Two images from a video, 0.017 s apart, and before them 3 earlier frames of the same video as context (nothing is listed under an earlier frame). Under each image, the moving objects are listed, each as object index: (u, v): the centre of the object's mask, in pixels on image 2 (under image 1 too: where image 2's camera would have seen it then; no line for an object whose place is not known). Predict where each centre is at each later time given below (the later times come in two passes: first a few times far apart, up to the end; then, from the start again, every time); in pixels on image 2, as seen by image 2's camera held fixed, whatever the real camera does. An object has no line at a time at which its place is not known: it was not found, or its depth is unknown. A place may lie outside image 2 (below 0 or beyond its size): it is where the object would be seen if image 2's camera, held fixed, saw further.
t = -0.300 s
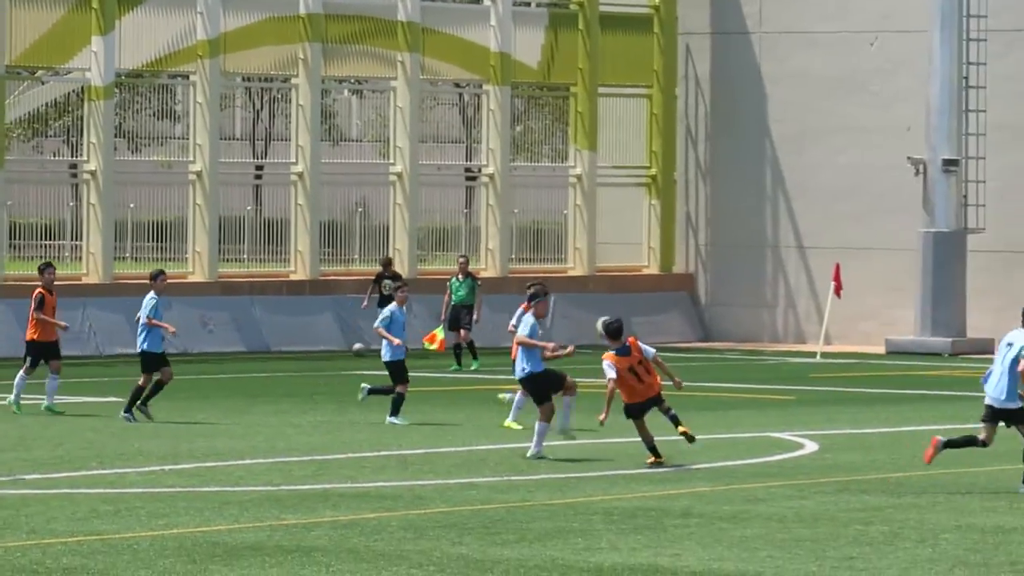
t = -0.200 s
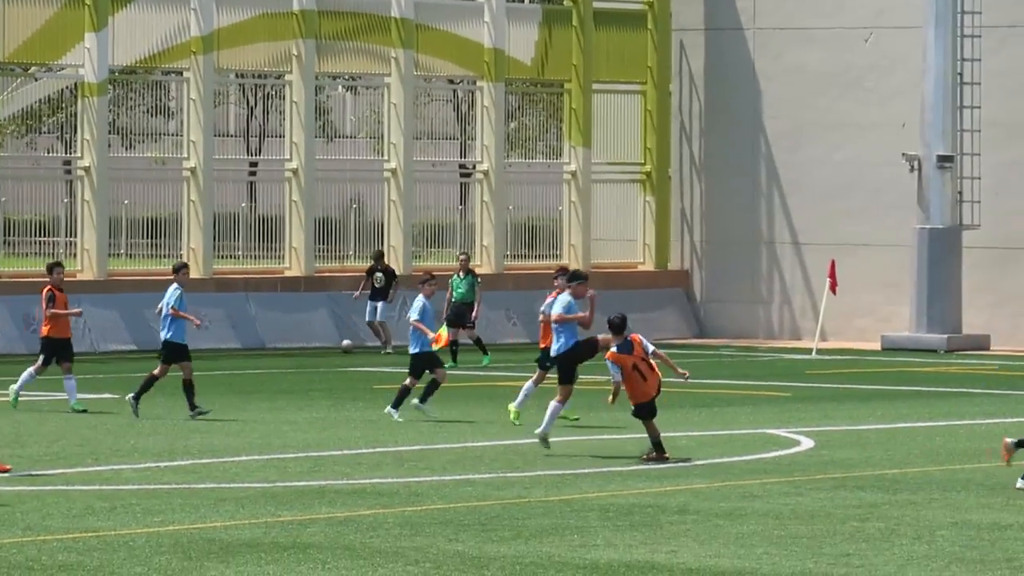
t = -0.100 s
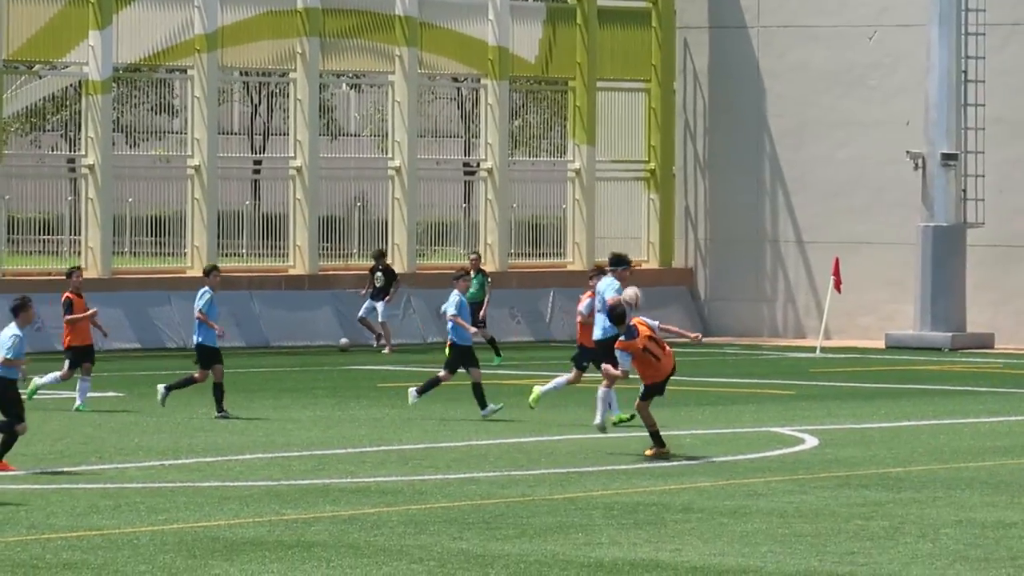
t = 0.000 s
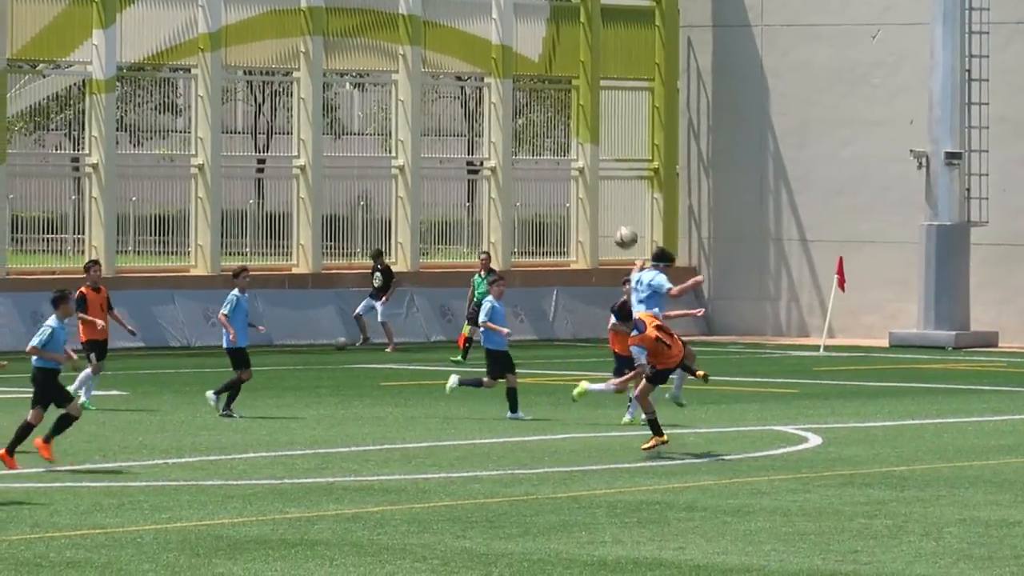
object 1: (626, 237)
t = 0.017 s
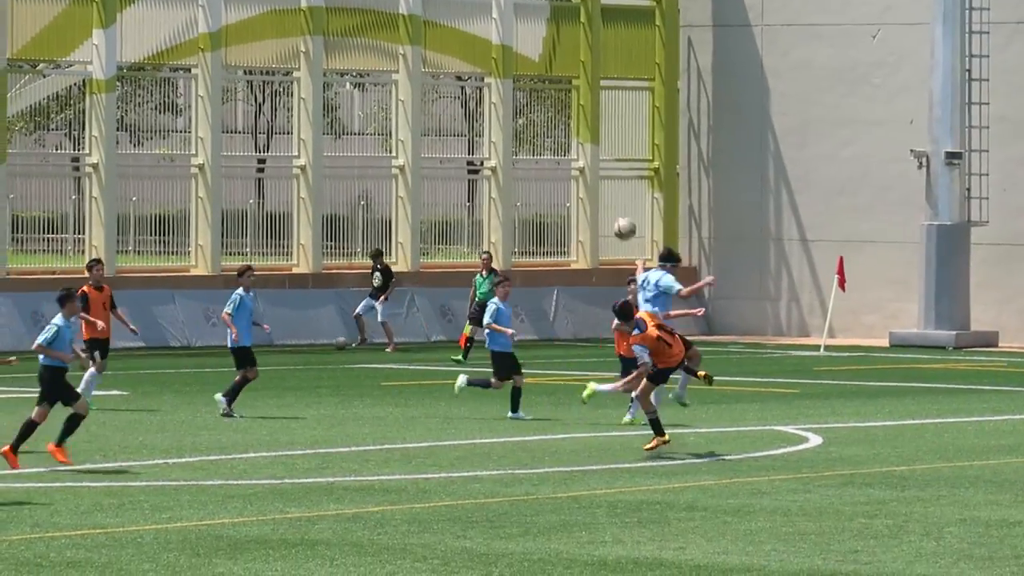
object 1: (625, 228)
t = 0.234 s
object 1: (602, 137)
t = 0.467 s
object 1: (577, 89)
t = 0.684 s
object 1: (551, 96)
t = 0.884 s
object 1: (528, 149)
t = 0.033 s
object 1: (622, 219)
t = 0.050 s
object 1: (621, 211)
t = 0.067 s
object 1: (619, 203)
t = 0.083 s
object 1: (617, 195)
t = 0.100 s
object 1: (616, 188)
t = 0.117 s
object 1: (613, 180)
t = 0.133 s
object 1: (612, 173)
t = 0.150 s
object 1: (611, 167)
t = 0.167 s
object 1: (609, 160)
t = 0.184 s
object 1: (607, 154)
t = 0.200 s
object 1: (605, 148)
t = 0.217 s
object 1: (604, 142)
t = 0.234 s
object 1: (602, 137)
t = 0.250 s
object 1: (600, 131)
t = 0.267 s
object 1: (598, 127)
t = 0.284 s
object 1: (597, 122)
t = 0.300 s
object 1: (595, 117)
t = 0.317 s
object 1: (593, 113)
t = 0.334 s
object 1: (591, 109)
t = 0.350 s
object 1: (589, 106)
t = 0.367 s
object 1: (588, 103)
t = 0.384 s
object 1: (586, 100)
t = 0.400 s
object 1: (584, 97)
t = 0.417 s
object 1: (582, 94)
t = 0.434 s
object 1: (580, 93)
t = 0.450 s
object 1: (578, 91)
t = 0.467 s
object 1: (577, 89)
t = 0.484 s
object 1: (575, 88)
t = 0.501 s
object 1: (573, 87)
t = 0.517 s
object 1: (571, 87)
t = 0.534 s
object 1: (569, 86)
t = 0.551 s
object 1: (567, 86)
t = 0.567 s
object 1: (565, 86)
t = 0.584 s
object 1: (563, 87)
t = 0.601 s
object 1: (561, 88)
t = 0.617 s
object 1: (559, 88)
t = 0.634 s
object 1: (557, 90)
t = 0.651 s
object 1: (555, 92)
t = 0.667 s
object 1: (553, 94)
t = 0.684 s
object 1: (551, 96)
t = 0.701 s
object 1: (550, 99)
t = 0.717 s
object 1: (547, 102)
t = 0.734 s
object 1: (546, 105)
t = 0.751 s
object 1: (544, 109)
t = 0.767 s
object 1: (542, 113)
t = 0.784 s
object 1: (539, 116)
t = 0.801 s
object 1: (538, 121)
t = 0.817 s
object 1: (536, 126)
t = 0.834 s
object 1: (534, 132)
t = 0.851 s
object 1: (532, 137)
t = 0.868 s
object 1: (530, 143)
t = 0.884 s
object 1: (528, 149)
